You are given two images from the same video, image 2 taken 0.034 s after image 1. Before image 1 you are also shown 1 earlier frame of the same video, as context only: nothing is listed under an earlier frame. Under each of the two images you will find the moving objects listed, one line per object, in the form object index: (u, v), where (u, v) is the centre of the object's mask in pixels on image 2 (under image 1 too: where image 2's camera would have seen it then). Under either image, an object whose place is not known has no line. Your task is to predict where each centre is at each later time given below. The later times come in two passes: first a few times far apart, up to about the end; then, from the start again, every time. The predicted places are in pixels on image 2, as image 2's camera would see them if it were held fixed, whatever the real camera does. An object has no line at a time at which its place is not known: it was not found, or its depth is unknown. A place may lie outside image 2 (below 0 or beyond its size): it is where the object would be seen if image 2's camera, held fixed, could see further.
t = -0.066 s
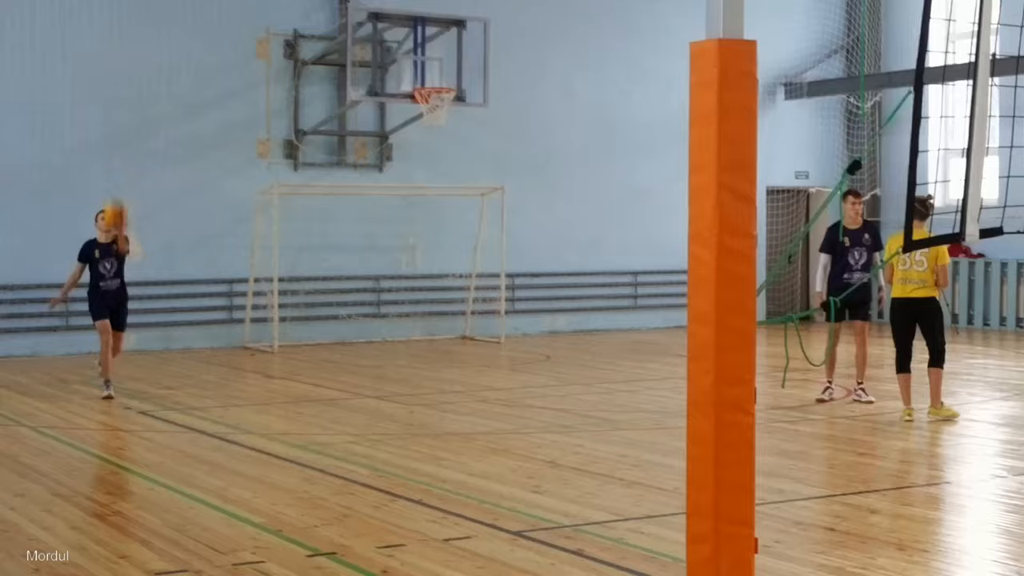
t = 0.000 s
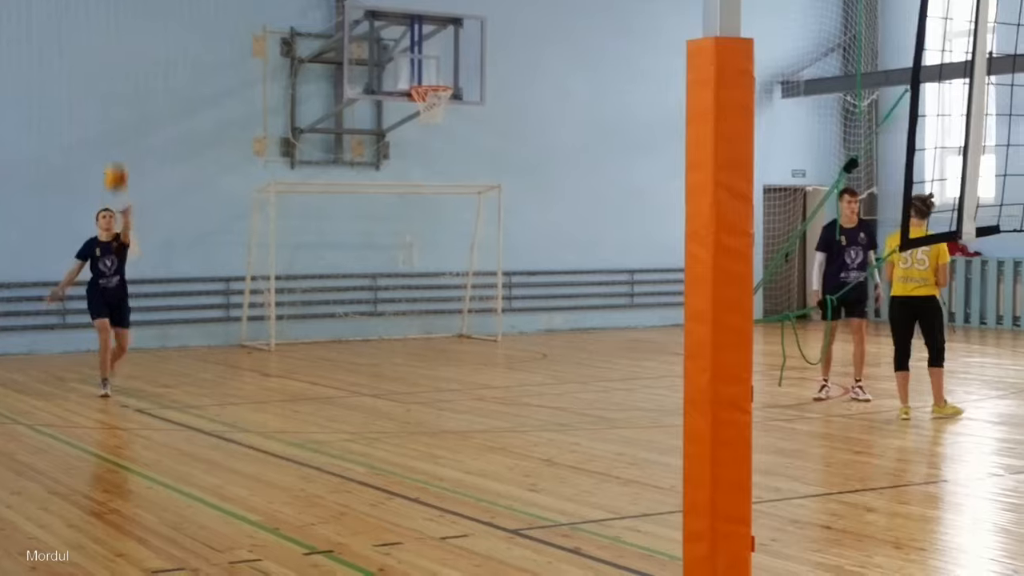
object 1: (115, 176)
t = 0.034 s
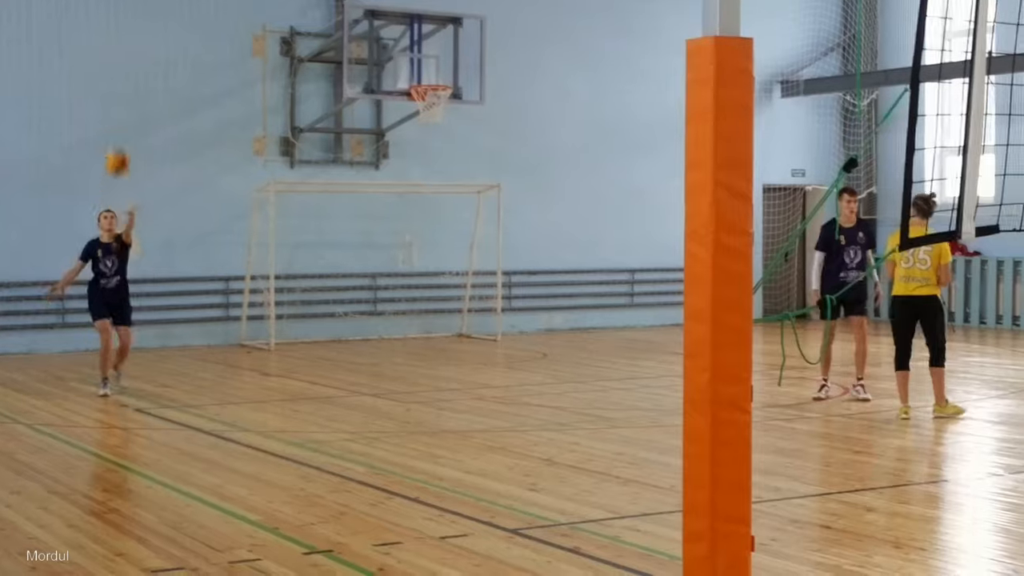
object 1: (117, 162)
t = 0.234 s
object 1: (132, 98)
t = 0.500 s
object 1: (153, 83)
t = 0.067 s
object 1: (120, 148)
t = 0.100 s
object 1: (122, 136)
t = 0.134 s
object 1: (124, 124)
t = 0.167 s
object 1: (127, 114)
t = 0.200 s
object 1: (129, 105)
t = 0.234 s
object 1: (132, 98)
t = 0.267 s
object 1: (134, 91)
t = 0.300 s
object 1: (137, 86)
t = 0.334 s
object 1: (140, 82)
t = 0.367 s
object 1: (142, 80)
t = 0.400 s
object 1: (145, 79)
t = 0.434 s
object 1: (147, 79)
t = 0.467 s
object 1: (150, 80)
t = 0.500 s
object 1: (153, 83)
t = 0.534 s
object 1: (155, 86)
